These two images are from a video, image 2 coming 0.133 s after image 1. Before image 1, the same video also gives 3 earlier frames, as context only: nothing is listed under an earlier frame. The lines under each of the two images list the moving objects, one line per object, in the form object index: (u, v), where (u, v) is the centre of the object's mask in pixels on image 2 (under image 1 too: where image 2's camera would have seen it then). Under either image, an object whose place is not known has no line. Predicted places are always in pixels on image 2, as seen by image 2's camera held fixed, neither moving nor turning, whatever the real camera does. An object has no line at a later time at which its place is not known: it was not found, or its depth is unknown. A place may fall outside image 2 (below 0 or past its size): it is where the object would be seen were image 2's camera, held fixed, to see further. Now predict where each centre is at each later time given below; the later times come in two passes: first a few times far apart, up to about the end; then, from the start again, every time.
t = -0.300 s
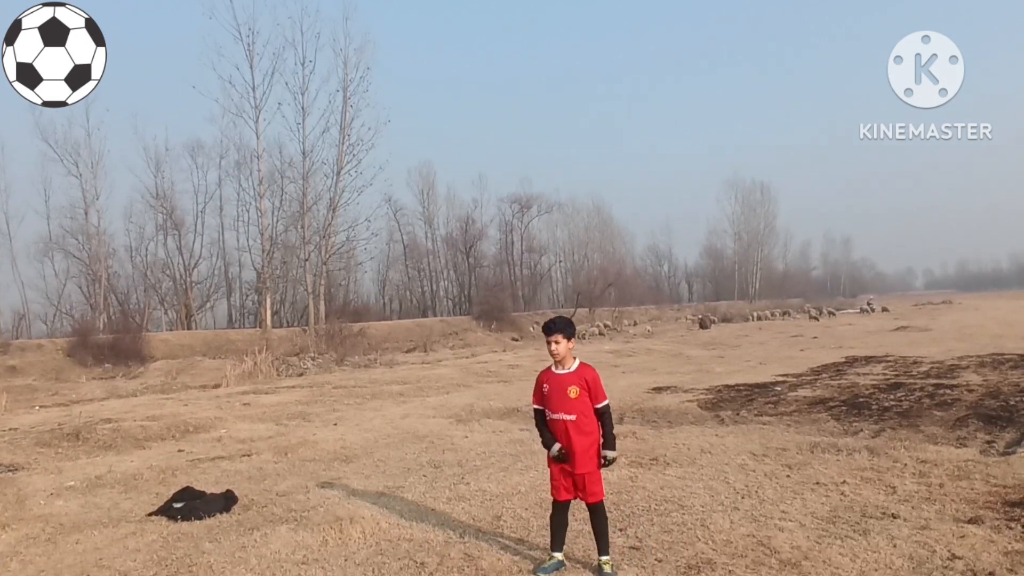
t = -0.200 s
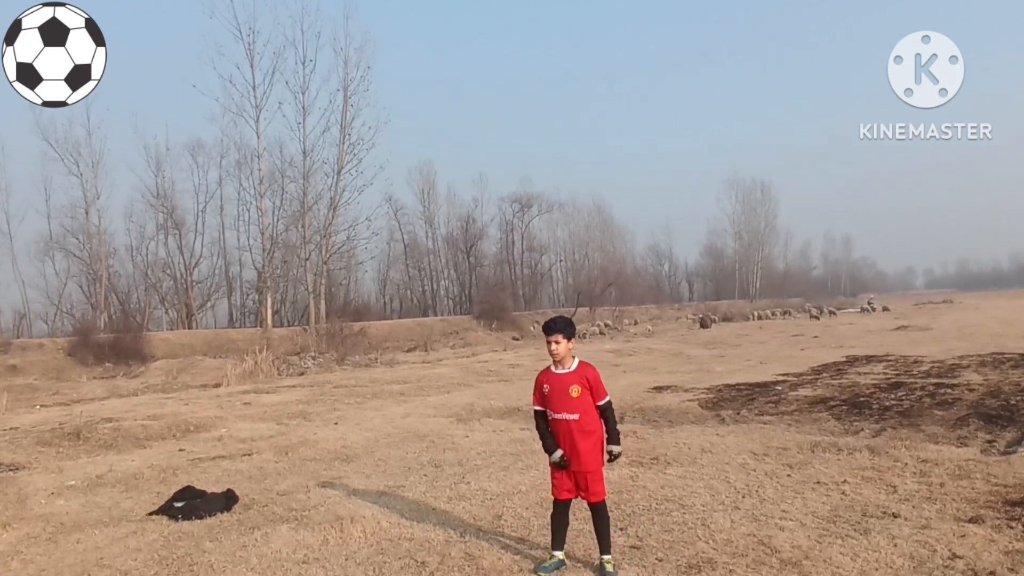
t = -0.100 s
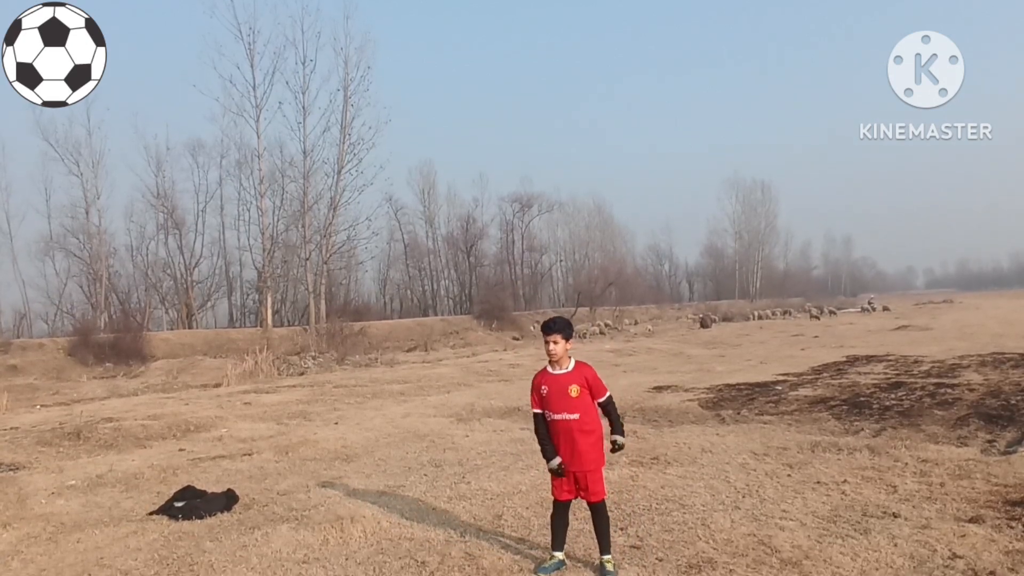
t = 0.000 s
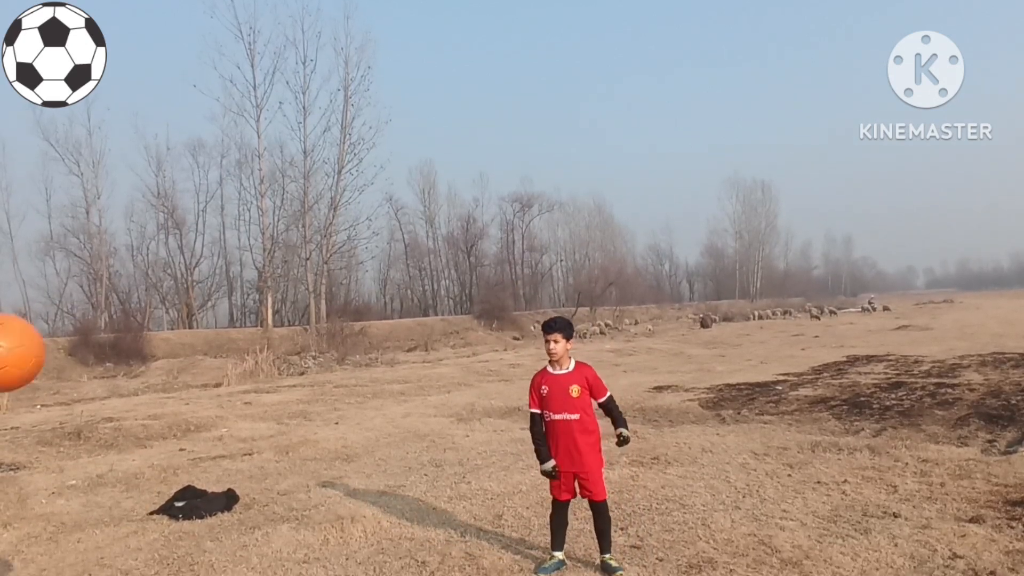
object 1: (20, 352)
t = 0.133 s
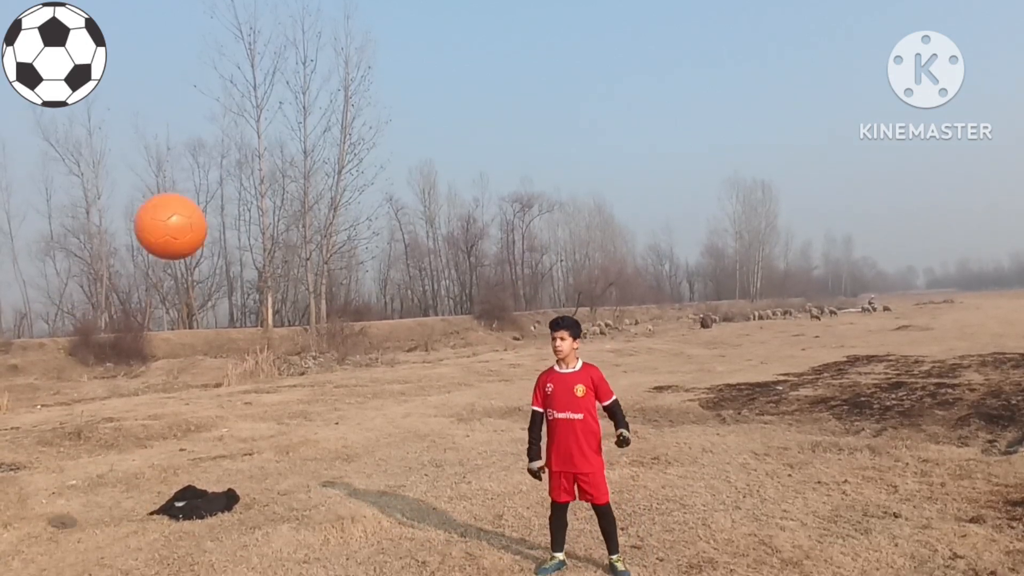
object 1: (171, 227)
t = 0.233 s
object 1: (268, 187)
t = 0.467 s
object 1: (433, 210)
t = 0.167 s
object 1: (205, 209)
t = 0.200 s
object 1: (238, 196)
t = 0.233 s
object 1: (268, 187)
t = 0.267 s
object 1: (296, 182)
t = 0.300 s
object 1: (322, 180)
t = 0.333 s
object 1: (347, 181)
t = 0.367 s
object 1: (370, 185)
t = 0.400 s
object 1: (392, 191)
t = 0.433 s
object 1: (413, 200)
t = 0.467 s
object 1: (433, 210)
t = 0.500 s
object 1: (451, 223)
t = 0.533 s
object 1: (469, 237)
